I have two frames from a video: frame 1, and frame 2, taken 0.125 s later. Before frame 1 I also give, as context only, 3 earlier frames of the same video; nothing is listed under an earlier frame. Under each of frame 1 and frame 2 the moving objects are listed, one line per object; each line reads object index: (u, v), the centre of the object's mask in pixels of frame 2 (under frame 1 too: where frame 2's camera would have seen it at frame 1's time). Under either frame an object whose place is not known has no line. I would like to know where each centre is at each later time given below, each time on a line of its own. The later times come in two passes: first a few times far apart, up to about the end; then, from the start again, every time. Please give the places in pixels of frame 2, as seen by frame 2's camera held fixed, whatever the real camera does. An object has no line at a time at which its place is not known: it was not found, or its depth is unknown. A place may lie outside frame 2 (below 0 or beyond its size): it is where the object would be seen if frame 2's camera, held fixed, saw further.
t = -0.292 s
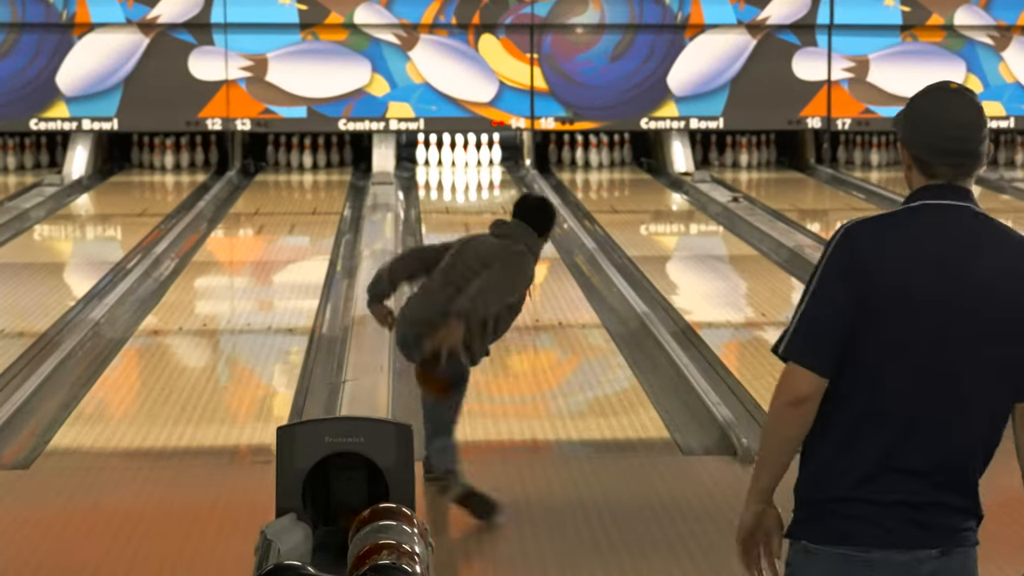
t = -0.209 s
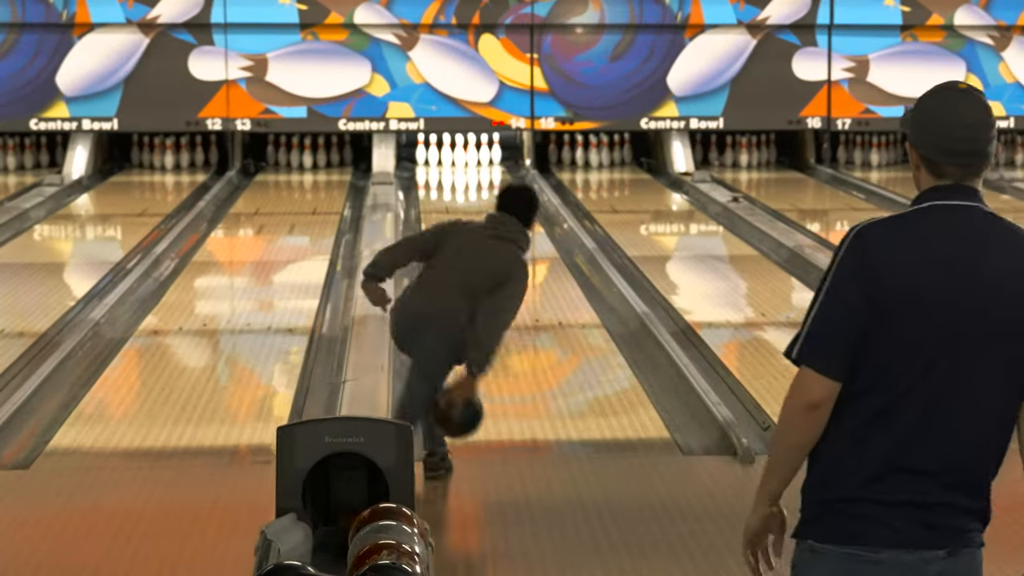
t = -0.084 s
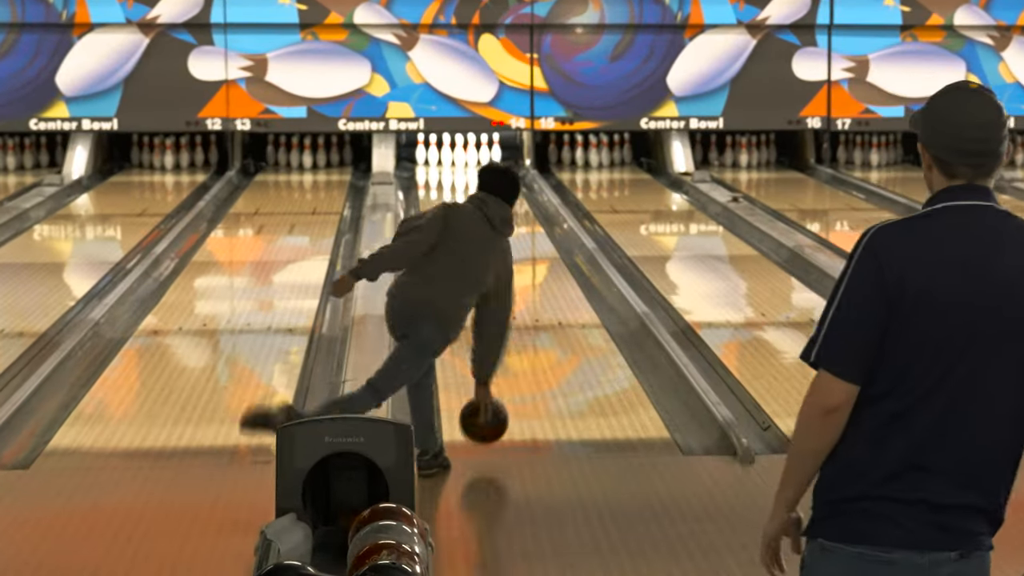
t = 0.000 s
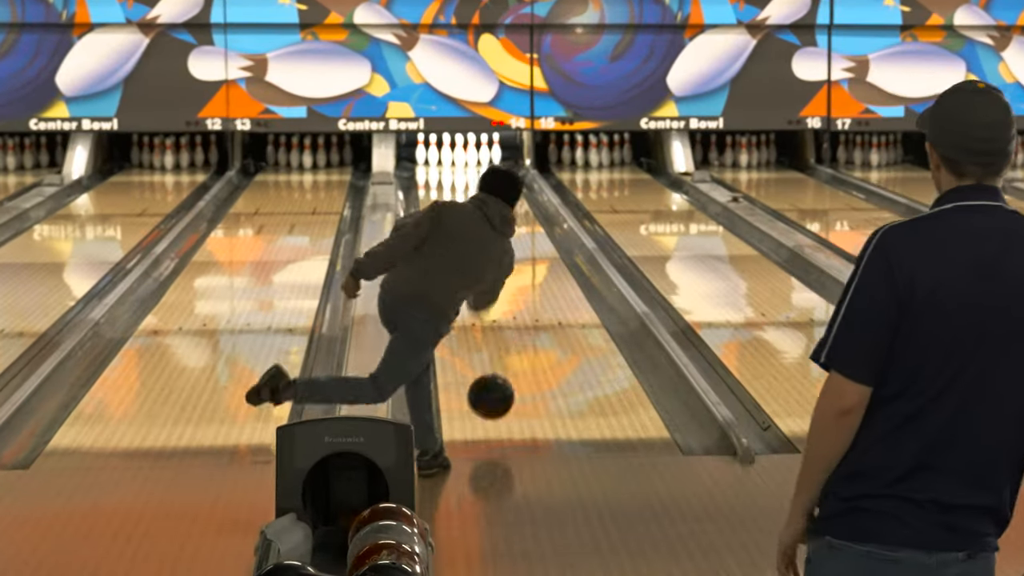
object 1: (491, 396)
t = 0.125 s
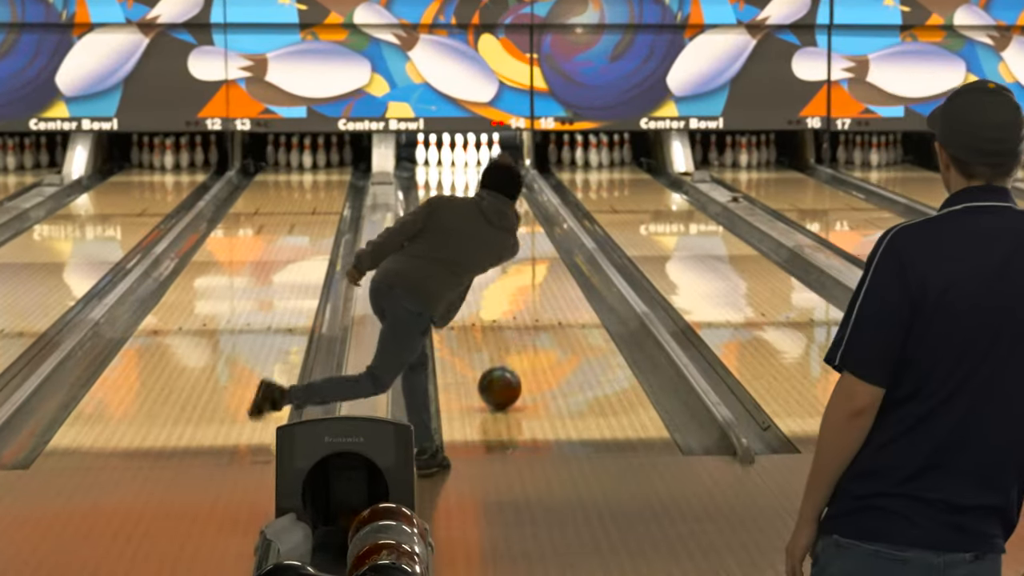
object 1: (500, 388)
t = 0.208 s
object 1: (505, 370)
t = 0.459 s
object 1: (517, 328)
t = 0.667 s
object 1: (525, 300)
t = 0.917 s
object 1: (532, 272)
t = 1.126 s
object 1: (536, 252)
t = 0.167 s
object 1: (502, 378)
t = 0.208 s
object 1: (505, 370)
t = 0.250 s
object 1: (507, 363)
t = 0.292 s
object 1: (509, 355)
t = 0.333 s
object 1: (511, 348)
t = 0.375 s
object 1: (513, 341)
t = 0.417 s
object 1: (515, 335)
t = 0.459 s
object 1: (517, 328)
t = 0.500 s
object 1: (519, 322)
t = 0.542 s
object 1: (521, 316)
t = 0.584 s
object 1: (522, 310)
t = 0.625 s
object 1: (524, 305)
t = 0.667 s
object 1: (525, 300)
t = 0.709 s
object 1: (527, 296)
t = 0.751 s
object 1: (531, 294)
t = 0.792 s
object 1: (532, 285)
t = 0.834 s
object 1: (530, 281)
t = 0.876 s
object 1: (531, 276)
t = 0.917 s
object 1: (532, 272)
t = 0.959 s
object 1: (533, 268)
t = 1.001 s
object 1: (534, 263)
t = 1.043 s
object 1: (535, 259)
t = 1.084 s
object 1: (536, 256)
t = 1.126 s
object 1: (536, 252)
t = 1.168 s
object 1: (537, 248)
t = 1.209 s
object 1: (537, 245)
